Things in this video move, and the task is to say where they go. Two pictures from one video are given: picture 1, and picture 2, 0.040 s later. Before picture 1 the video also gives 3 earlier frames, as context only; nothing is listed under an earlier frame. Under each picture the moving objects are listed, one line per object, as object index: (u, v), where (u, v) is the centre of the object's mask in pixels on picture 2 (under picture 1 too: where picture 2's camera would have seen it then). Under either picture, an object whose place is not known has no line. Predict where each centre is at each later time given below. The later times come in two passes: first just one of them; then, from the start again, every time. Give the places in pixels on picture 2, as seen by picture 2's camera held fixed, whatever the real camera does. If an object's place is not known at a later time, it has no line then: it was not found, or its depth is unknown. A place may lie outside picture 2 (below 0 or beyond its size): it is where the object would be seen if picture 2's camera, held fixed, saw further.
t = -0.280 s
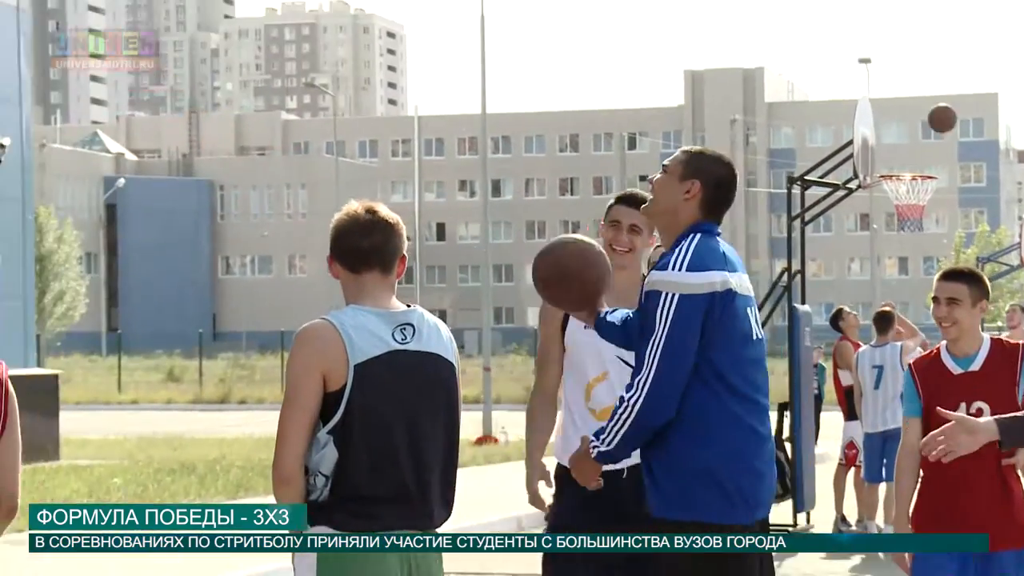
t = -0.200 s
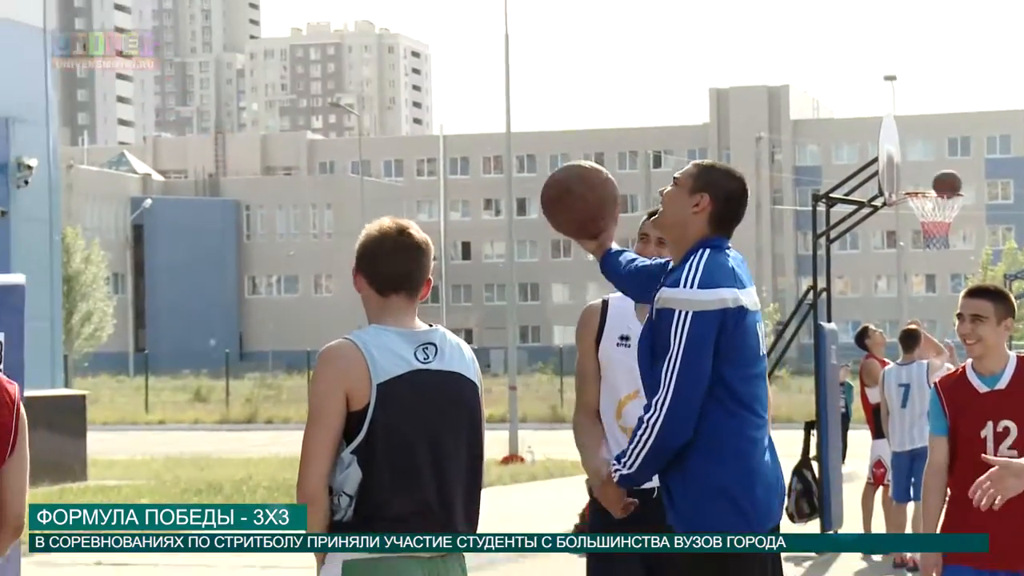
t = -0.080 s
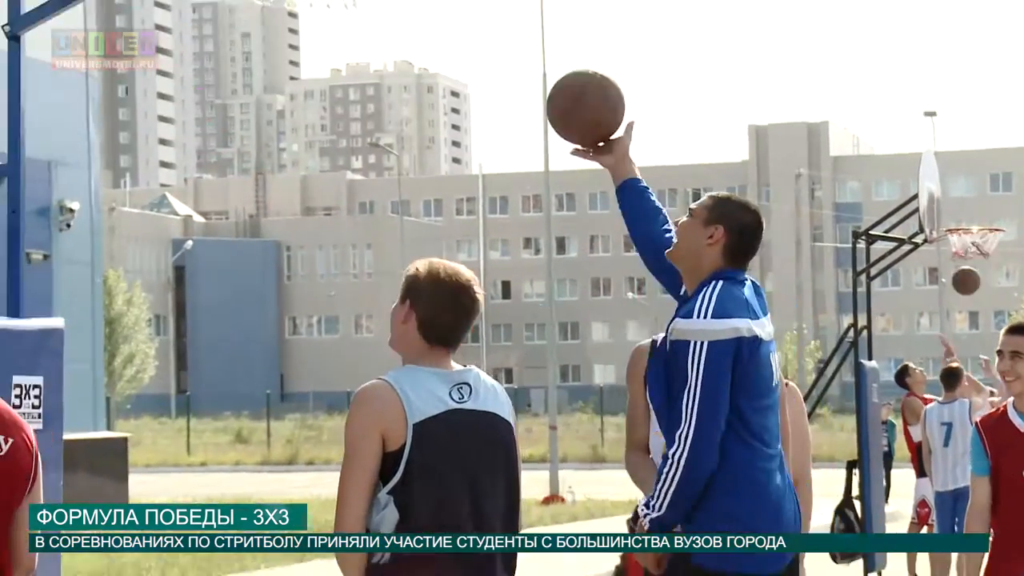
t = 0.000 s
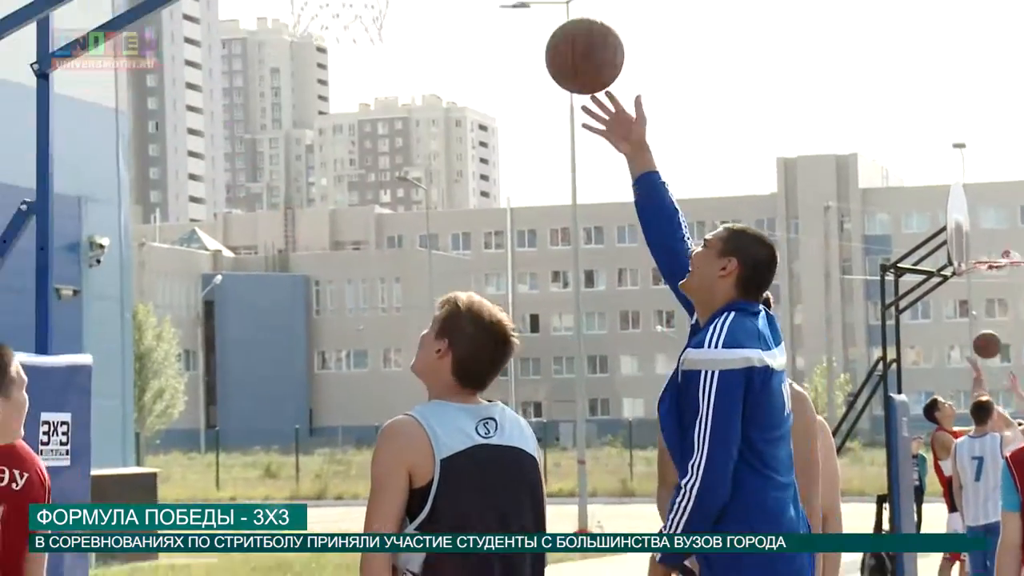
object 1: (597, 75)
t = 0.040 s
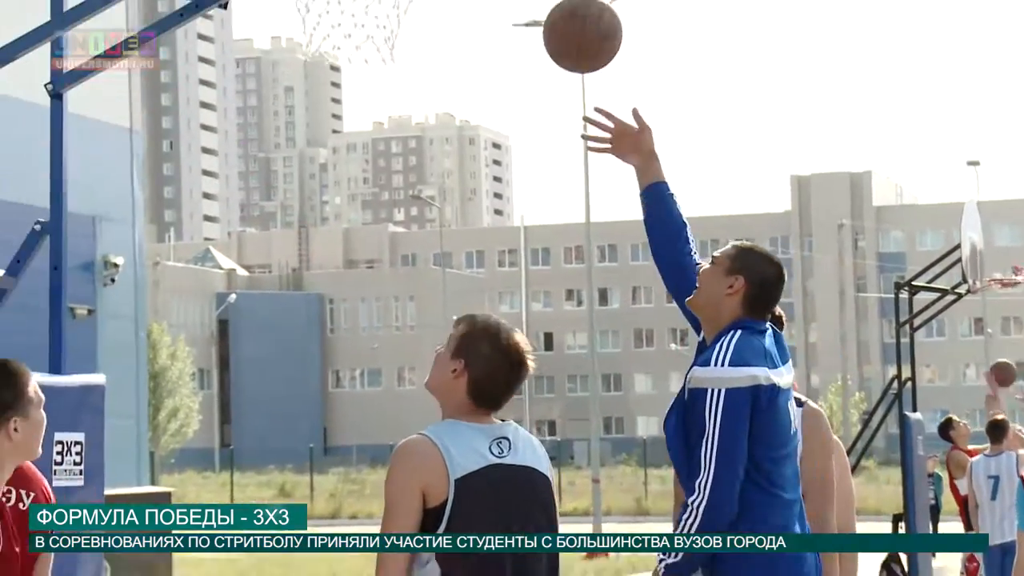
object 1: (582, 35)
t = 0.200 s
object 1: (524, -66)
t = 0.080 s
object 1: (568, 5)
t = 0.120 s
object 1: (554, -21)
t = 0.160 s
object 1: (539, -45)
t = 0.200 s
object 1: (524, -66)
